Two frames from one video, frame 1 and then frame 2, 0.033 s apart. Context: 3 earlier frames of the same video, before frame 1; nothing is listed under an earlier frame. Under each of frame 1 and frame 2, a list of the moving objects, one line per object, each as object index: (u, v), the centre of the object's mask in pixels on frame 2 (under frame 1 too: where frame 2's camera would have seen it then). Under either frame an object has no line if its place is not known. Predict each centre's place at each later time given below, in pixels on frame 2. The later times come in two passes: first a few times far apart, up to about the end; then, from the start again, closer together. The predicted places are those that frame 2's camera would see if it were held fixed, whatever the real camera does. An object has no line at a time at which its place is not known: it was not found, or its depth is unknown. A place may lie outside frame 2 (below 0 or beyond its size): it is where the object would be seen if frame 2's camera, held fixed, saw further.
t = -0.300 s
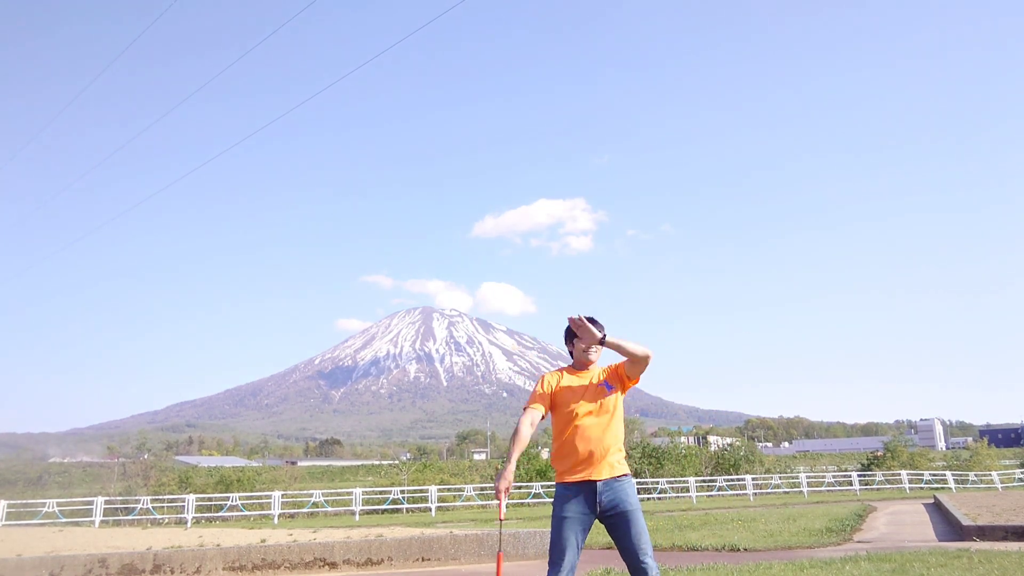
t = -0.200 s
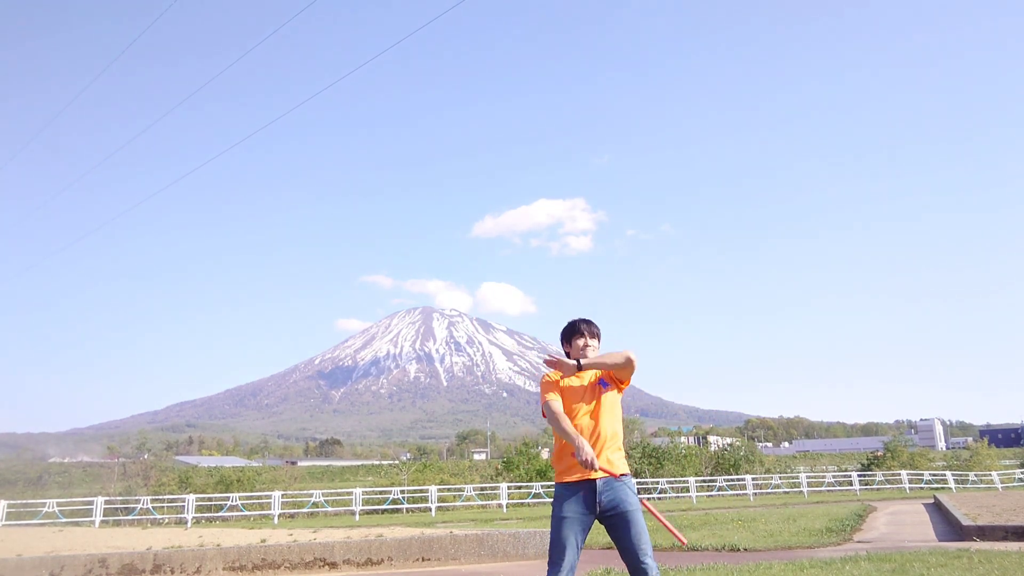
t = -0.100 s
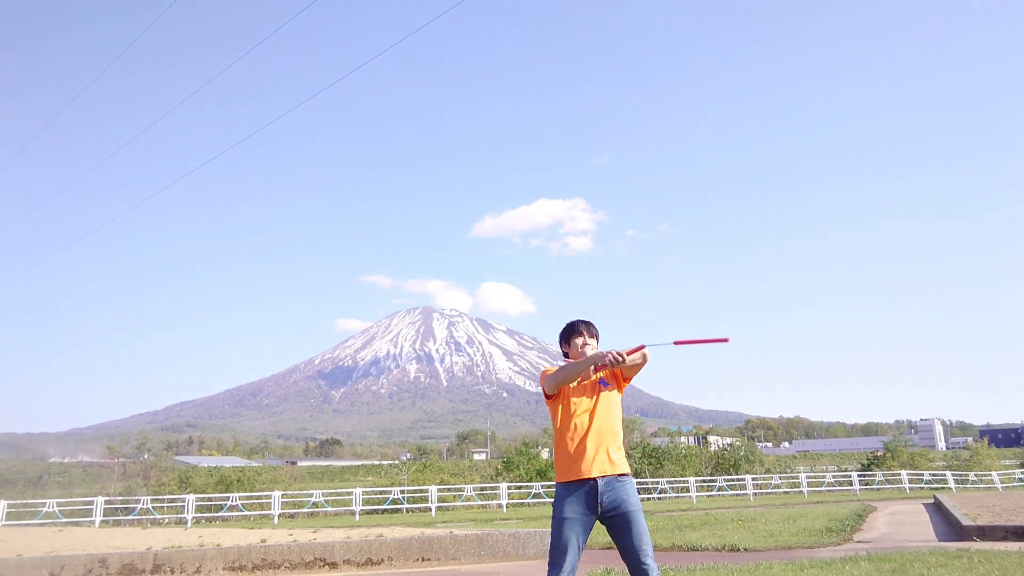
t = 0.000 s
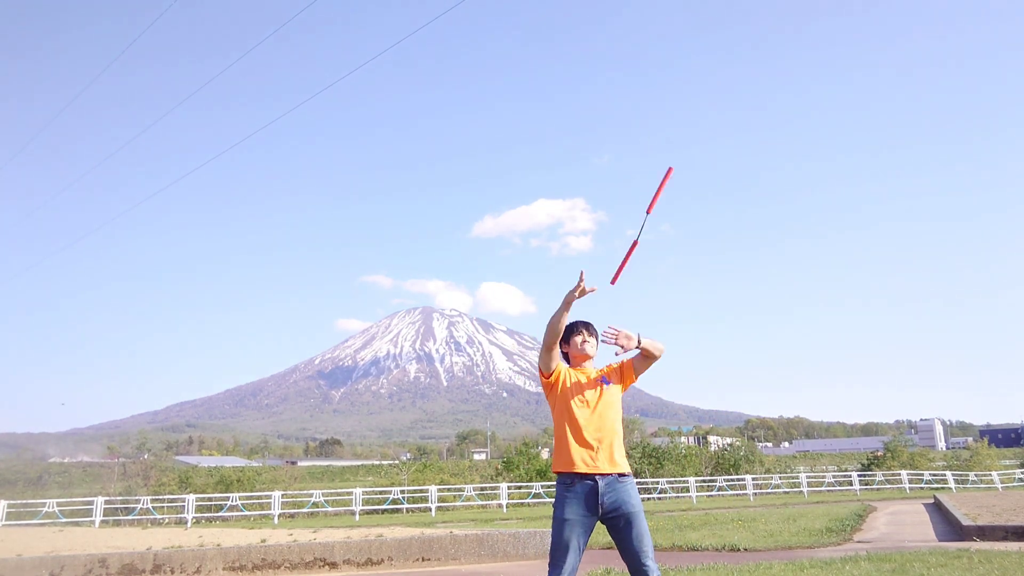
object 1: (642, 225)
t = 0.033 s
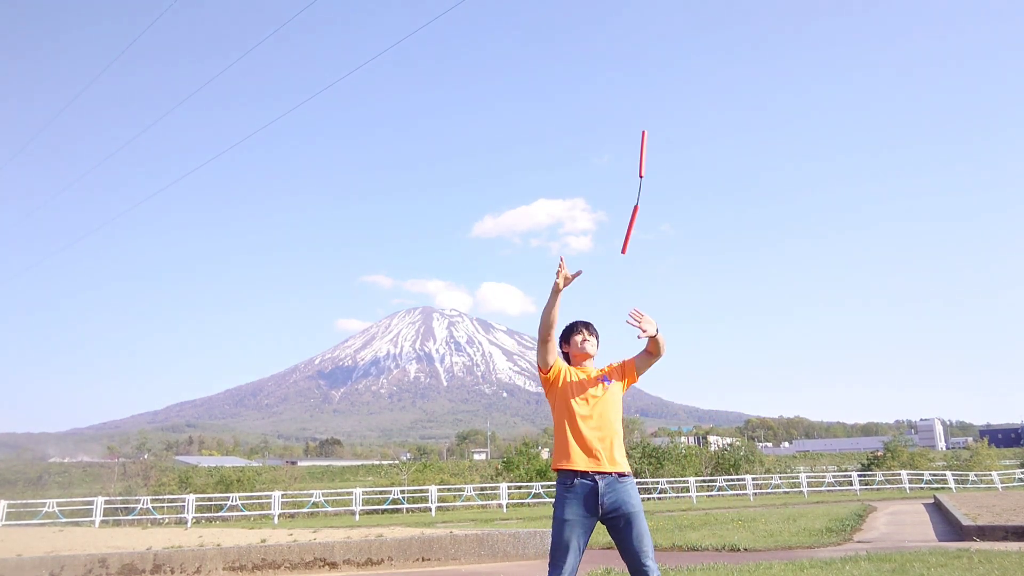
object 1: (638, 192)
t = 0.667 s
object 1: (515, 4)
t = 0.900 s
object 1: (530, 56)
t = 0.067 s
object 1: (634, 162)
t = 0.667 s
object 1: (515, 4)
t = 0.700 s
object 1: (523, 11)
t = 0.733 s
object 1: (531, 18)
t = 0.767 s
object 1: (538, 25)
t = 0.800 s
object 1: (544, 33)
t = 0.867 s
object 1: (536, 38)
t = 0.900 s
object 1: (530, 56)
